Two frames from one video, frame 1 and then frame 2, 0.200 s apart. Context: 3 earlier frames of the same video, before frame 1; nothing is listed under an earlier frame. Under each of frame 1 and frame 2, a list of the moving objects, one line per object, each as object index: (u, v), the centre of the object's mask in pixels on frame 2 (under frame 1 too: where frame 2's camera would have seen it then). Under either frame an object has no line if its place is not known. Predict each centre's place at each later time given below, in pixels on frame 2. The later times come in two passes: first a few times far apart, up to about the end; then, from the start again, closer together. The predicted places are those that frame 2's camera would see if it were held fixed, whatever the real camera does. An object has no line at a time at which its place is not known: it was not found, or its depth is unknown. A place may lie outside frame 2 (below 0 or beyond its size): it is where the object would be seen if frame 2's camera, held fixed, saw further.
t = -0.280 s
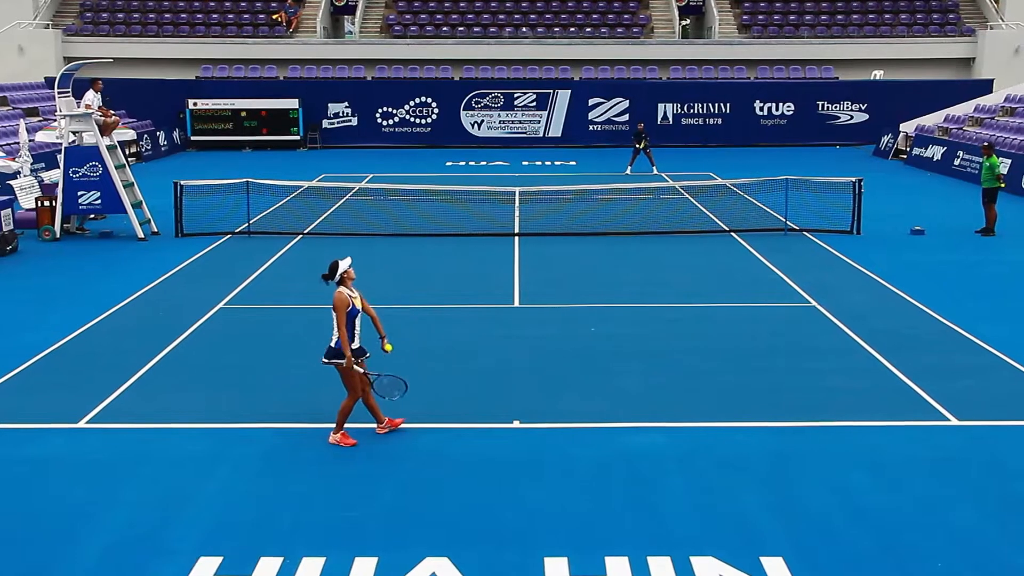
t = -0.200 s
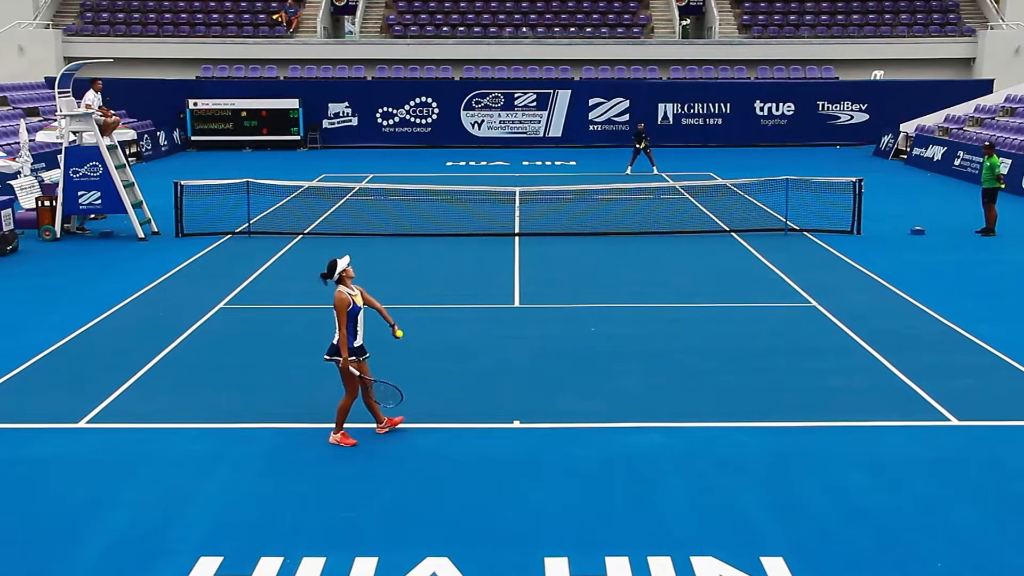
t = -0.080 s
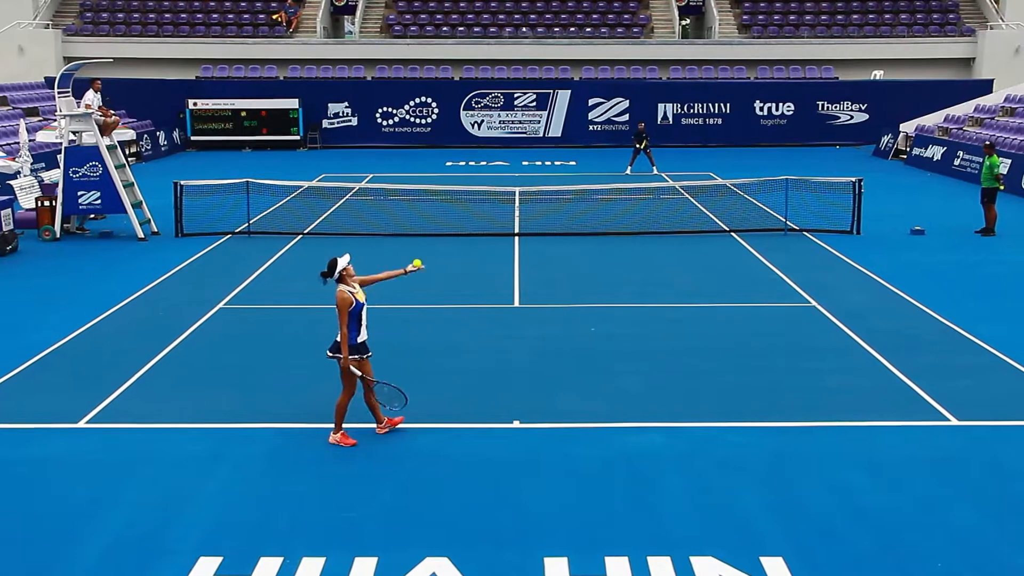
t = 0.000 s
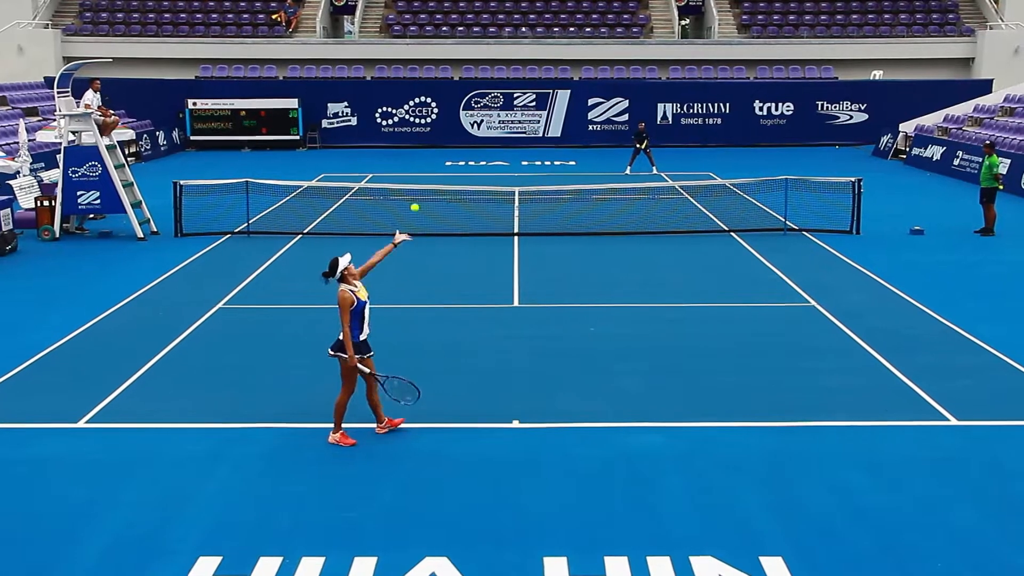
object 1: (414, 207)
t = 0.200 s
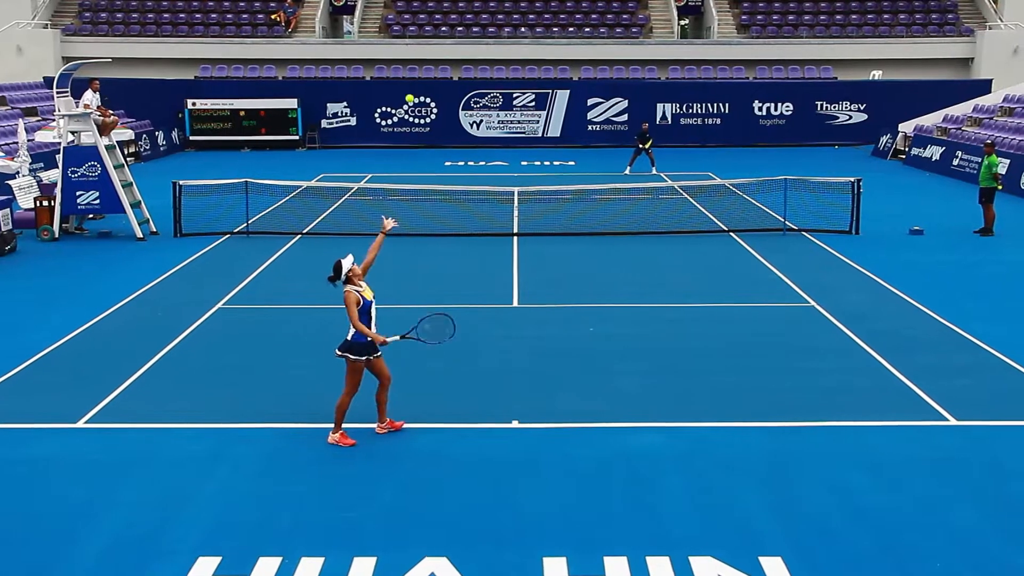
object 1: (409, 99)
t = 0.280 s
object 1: (407, 66)
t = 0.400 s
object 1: (405, 33)
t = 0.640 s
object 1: (399, 12)
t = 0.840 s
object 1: (395, 44)
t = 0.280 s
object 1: (407, 66)
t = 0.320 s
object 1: (409, 53)
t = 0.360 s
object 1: (406, 42)
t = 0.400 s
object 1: (405, 33)
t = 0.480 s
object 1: (403, 19)
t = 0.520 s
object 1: (402, 14)
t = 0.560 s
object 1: (401, 11)
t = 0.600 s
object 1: (400, 11)
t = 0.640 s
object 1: (399, 12)
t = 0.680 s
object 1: (398, 15)
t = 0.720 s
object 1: (397, 19)
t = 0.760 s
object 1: (396, 25)
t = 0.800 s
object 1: (395, 34)
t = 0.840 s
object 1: (395, 44)
